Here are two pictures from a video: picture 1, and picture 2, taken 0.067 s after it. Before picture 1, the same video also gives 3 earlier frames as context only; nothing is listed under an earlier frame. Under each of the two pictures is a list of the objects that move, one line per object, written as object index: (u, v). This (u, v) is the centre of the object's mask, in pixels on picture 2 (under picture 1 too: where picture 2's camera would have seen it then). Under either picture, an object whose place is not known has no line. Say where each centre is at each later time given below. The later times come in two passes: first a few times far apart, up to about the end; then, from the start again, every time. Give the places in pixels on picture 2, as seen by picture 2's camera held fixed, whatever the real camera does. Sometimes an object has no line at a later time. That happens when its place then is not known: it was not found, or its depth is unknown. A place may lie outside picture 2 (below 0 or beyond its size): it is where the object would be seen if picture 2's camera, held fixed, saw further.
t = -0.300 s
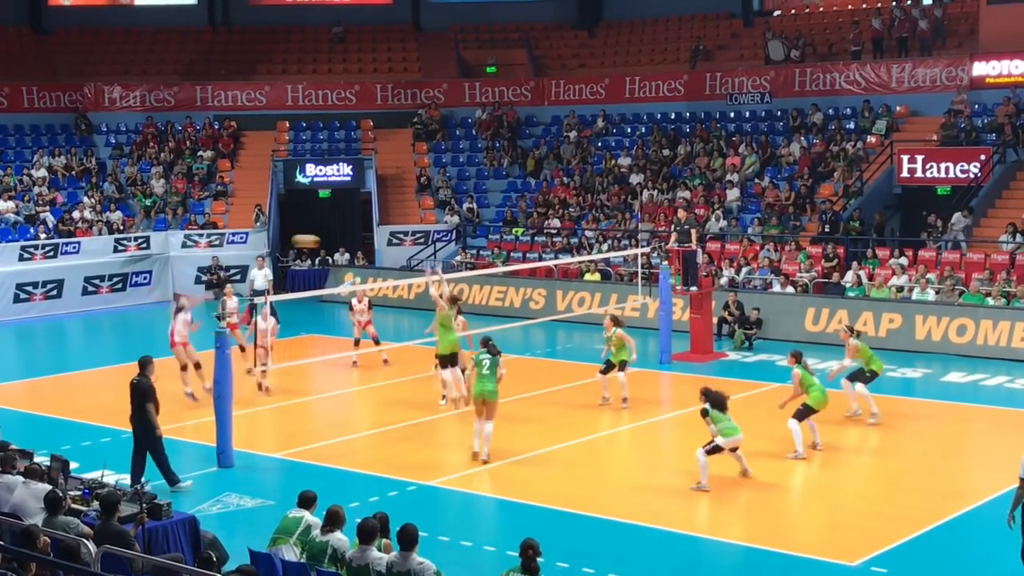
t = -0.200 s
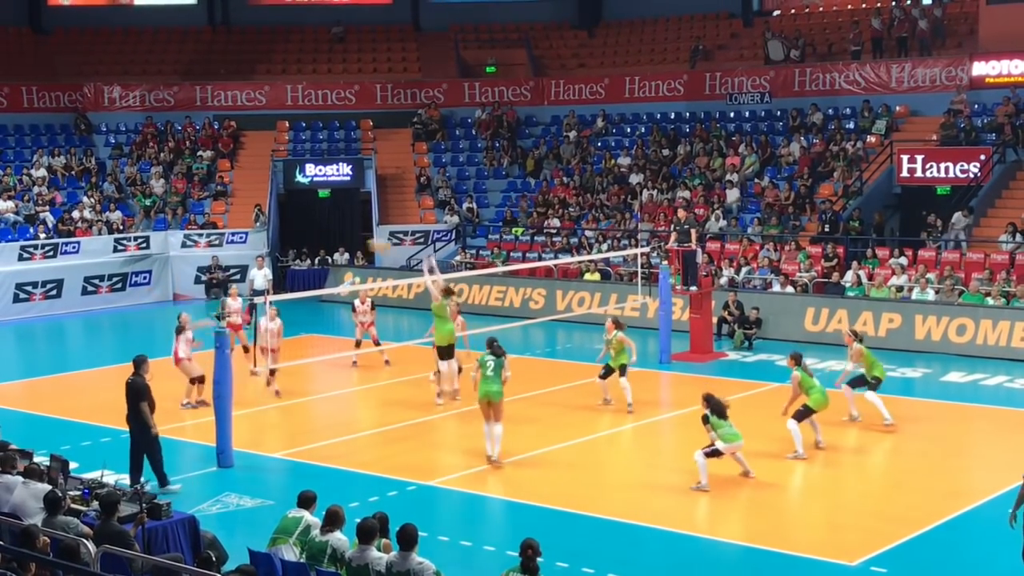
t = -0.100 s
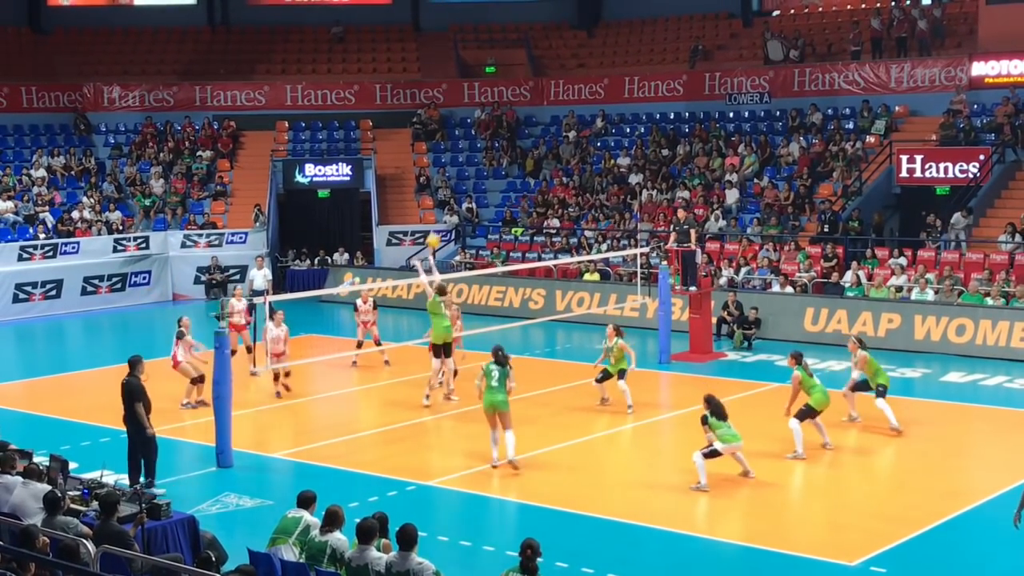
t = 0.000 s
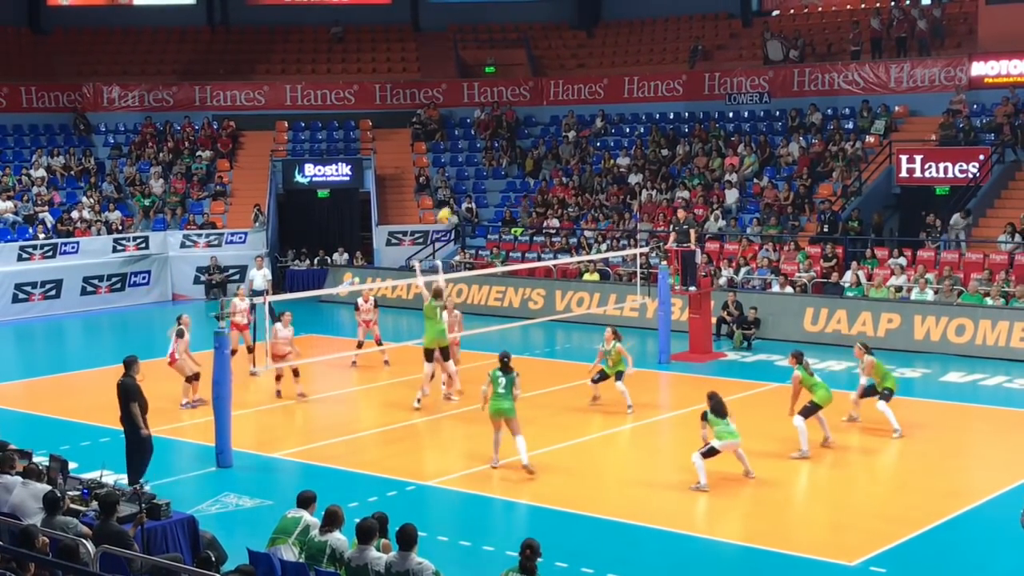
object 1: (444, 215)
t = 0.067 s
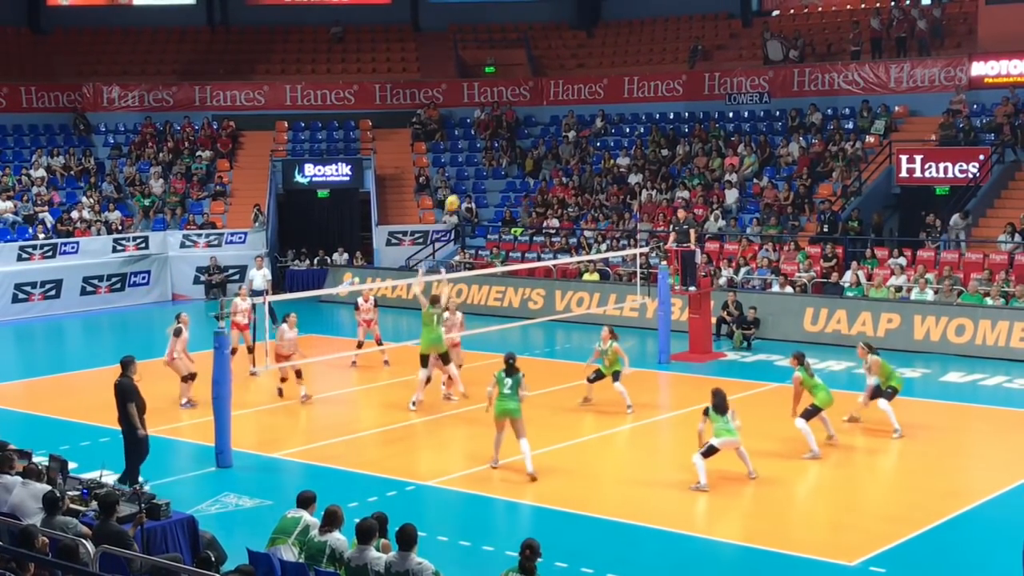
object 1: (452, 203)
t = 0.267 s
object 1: (477, 180)
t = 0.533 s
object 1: (511, 188)
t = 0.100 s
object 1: (456, 197)
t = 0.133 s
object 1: (460, 192)
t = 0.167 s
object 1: (464, 188)
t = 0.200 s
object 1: (468, 185)
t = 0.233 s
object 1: (473, 182)
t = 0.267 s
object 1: (477, 180)
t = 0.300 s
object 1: (481, 179)
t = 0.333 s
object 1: (485, 177)
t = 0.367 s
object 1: (490, 178)
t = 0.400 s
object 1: (494, 179)
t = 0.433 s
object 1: (498, 180)
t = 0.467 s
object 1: (503, 182)
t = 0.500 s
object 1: (507, 185)
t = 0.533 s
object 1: (511, 188)
